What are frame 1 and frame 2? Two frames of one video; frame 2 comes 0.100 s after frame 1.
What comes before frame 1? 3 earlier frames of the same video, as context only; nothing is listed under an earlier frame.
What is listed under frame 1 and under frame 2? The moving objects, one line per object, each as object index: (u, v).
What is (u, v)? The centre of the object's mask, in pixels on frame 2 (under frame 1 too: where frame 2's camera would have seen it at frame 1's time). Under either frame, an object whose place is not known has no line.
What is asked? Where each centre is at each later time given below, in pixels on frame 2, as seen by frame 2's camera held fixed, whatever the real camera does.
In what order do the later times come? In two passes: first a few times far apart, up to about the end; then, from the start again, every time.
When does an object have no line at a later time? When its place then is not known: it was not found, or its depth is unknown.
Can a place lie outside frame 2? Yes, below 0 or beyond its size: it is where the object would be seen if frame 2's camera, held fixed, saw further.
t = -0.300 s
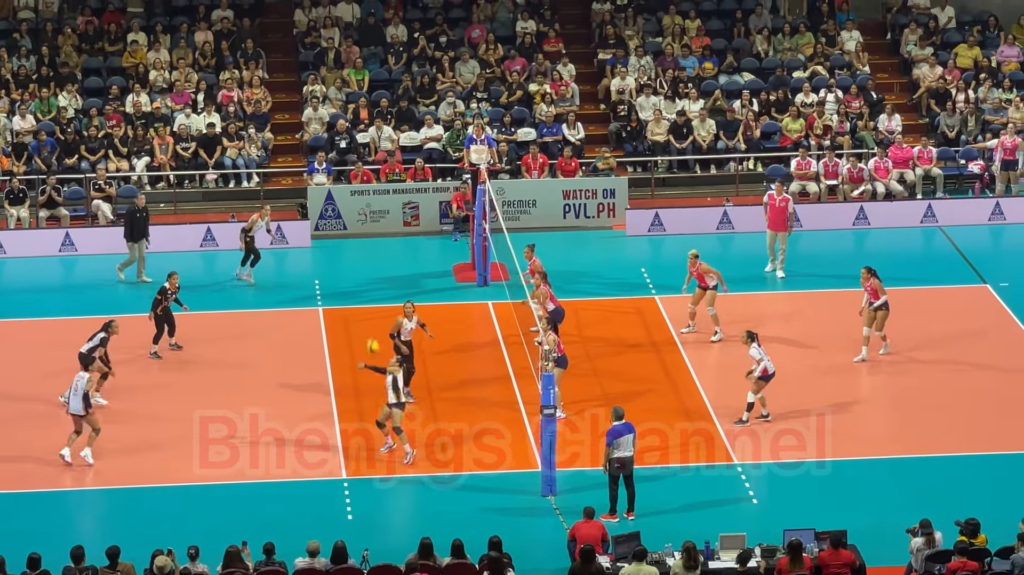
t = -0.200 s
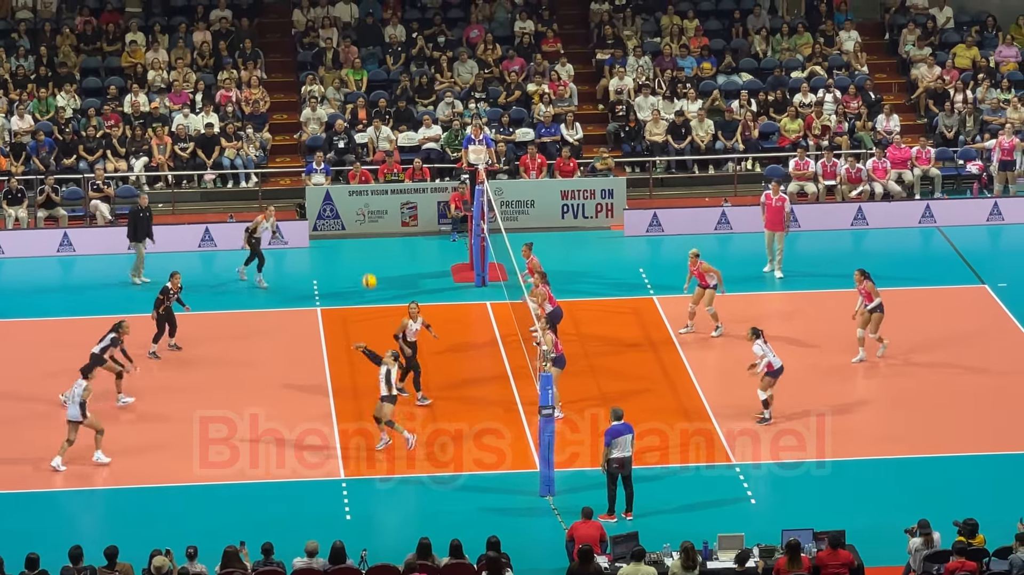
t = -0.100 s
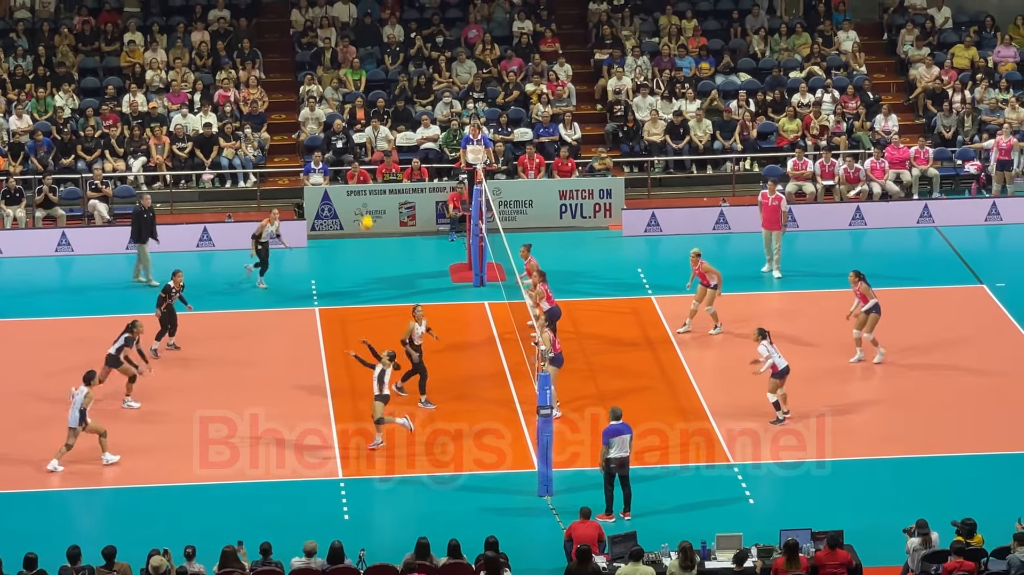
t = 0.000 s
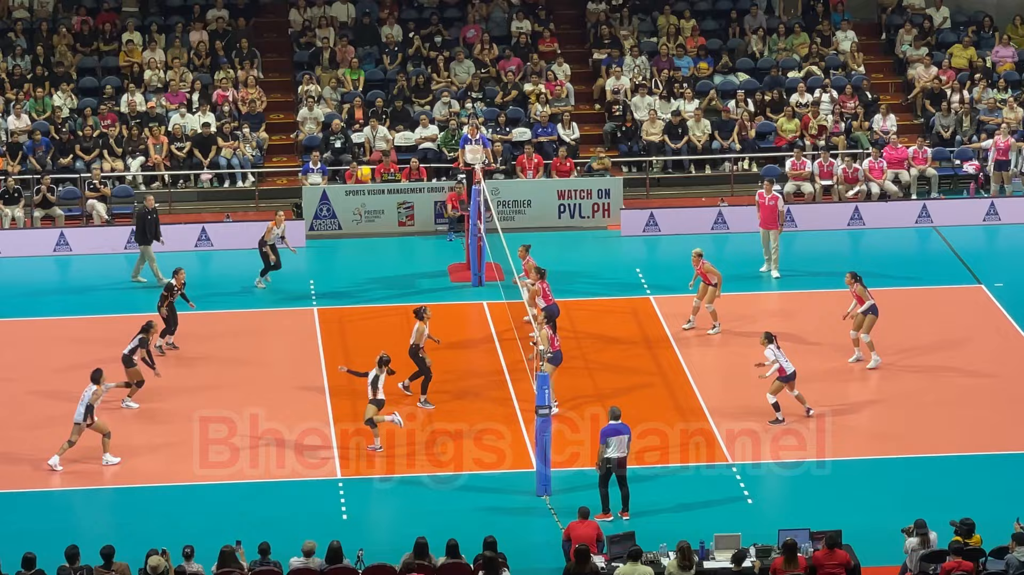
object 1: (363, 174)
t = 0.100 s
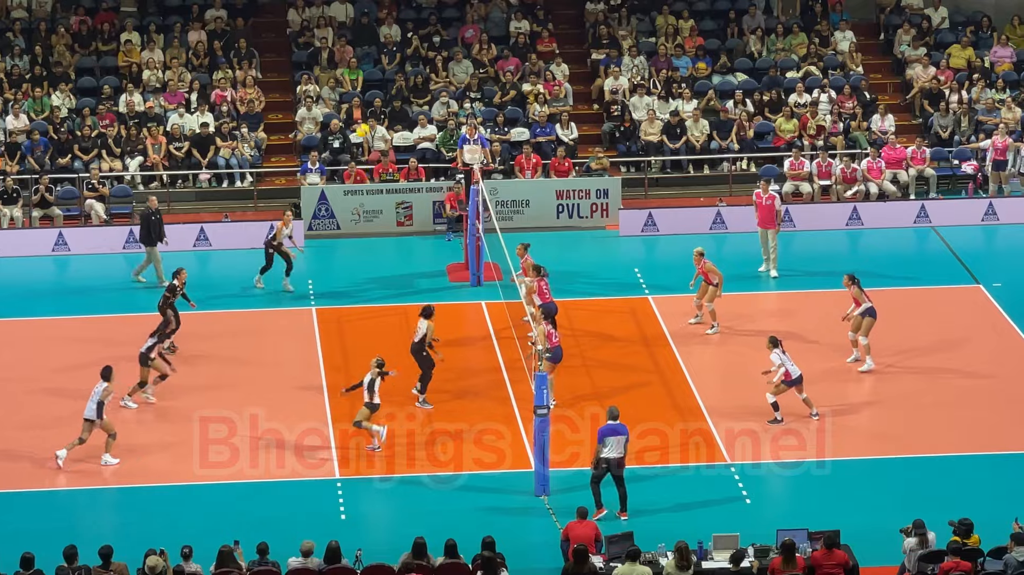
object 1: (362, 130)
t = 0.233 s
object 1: (363, 86)
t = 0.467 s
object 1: (365, 35)
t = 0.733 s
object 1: (370, 19)
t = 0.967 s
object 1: (373, 39)
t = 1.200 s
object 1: (378, 87)
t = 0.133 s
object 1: (362, 118)
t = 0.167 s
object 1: (363, 107)
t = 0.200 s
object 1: (363, 96)
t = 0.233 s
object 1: (363, 86)
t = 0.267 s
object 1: (364, 76)
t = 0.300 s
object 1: (364, 68)
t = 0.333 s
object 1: (364, 60)
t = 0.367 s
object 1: (364, 52)
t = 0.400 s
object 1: (365, 46)
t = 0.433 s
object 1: (365, 40)
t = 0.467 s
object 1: (365, 35)
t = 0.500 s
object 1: (366, 30)
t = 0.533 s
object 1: (366, 27)
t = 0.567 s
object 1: (367, 24)
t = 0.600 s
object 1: (367, 21)
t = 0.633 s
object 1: (368, 20)
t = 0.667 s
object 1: (369, 19)
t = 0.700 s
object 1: (369, 19)
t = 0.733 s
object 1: (370, 19)
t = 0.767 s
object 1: (370, 20)
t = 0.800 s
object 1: (371, 22)
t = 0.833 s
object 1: (371, 24)
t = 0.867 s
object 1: (372, 27)
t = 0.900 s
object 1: (373, 30)
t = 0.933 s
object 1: (373, 34)
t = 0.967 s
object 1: (373, 39)
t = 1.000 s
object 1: (374, 44)
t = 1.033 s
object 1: (375, 50)
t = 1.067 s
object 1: (375, 56)
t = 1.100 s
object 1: (376, 63)
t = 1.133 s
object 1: (377, 71)
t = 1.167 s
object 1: (378, 79)
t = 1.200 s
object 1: (378, 87)
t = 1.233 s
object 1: (379, 96)
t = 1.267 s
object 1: (379, 105)
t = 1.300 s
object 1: (380, 116)
